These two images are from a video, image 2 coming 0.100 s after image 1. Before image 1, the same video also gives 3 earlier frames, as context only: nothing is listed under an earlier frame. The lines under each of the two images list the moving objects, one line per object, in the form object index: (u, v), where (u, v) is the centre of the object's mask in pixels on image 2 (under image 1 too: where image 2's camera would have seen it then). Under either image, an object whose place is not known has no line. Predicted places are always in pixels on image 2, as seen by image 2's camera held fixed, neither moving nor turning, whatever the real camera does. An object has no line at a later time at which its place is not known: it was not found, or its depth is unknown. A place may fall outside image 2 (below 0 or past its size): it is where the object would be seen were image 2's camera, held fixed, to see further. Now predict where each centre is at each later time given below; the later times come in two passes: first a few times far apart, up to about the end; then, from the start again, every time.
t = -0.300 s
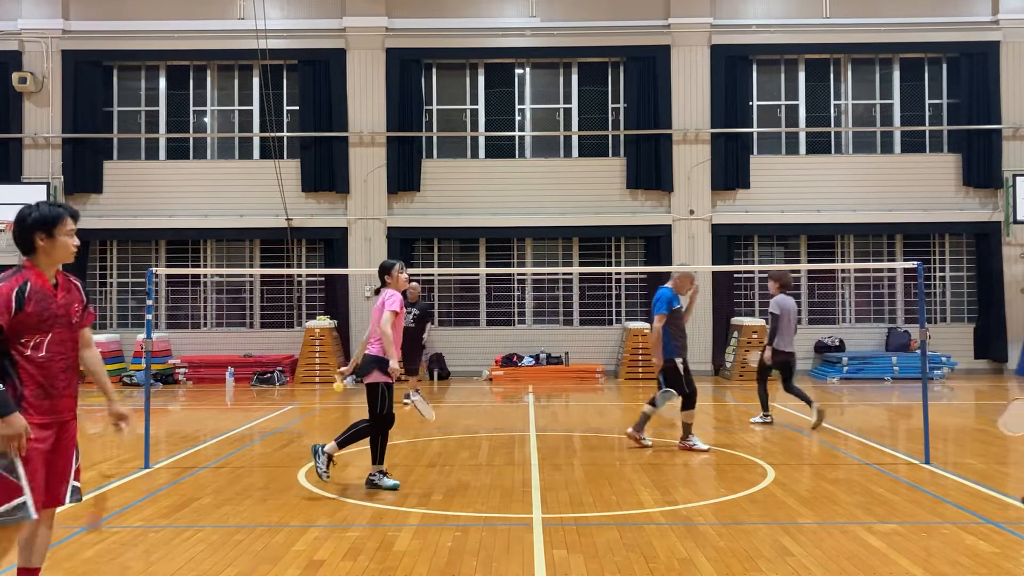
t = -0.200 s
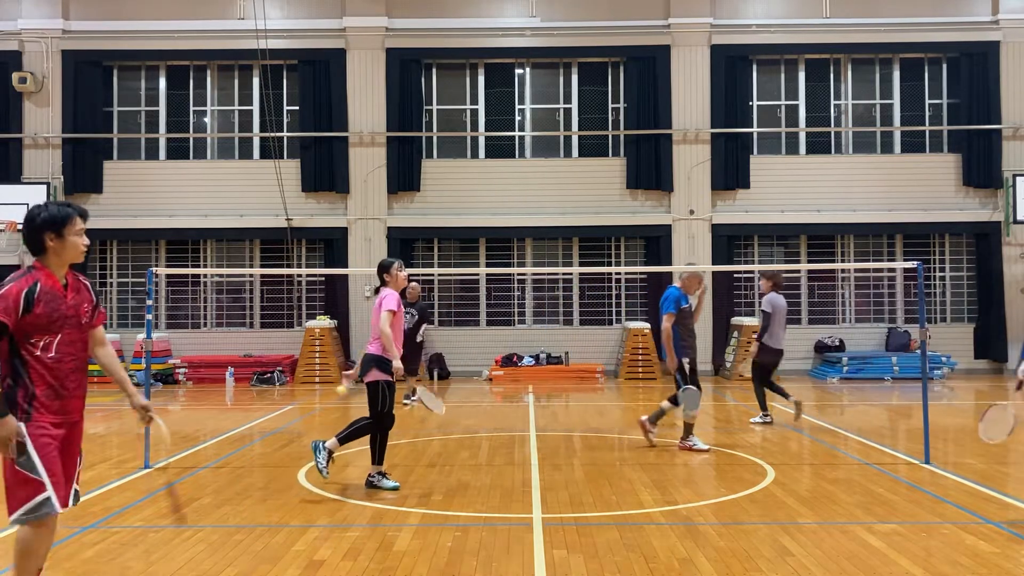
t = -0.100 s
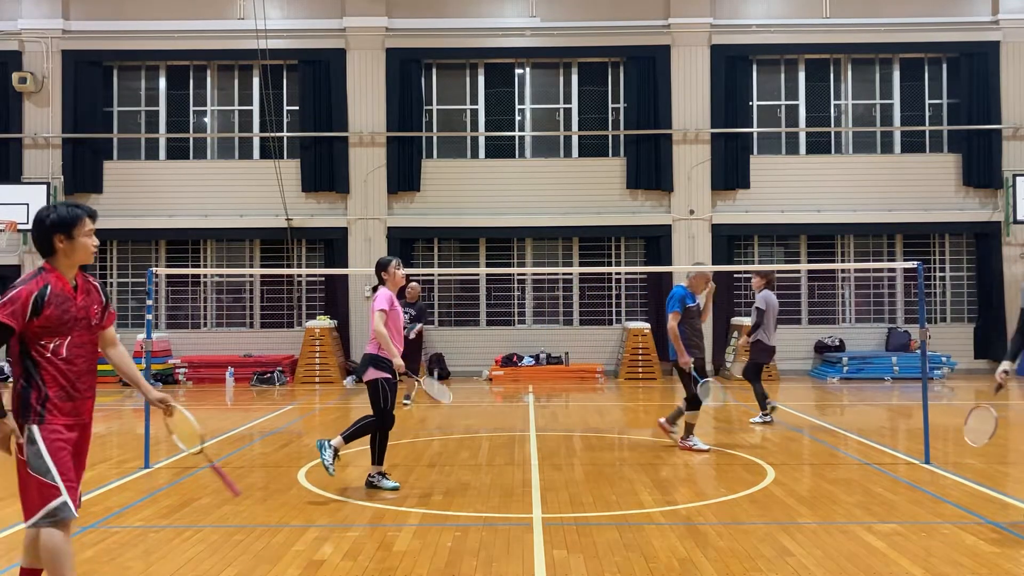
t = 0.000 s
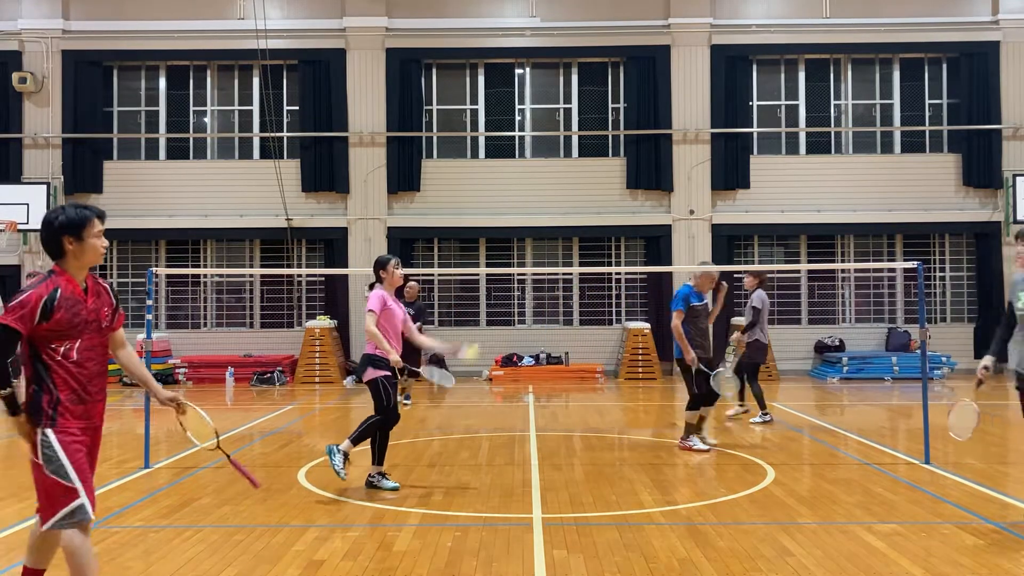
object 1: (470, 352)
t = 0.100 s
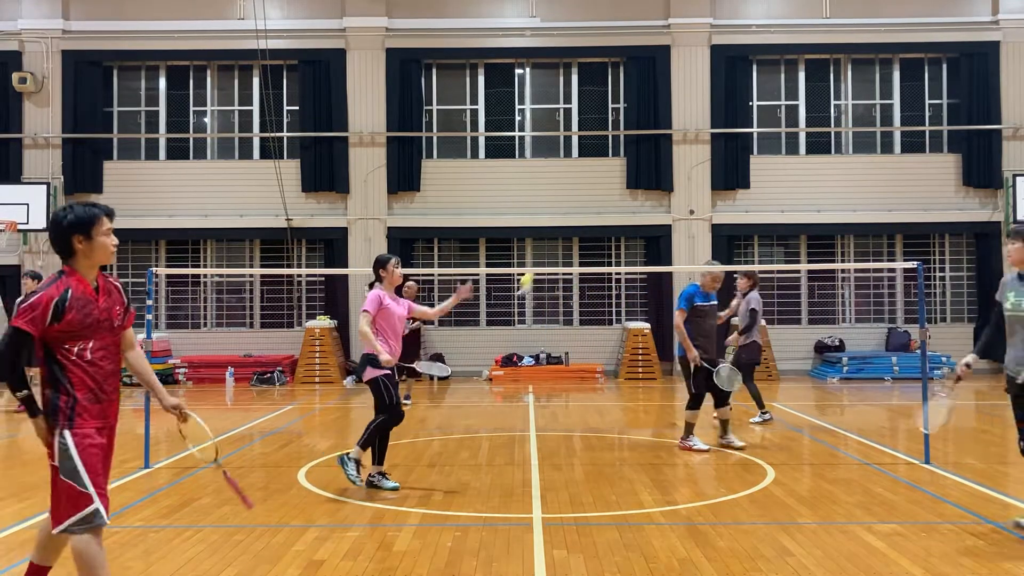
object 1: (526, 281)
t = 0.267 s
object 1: (608, 199)
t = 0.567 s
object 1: (739, 178)
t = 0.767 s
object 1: (820, 238)
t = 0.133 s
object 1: (544, 259)
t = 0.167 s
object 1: (560, 242)
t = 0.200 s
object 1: (576, 227)
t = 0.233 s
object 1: (592, 212)
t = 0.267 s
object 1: (608, 199)
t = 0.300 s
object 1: (623, 191)
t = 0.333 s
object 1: (639, 182)
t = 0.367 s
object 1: (654, 177)
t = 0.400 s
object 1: (669, 173)
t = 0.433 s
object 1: (683, 170)
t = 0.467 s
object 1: (697, 169)
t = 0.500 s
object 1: (713, 171)
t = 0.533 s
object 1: (725, 174)
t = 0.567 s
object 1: (739, 178)
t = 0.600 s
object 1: (752, 182)
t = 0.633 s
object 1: (766, 190)
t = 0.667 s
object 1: (779, 200)
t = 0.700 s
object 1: (792, 211)
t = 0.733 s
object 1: (808, 225)
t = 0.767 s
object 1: (820, 238)
